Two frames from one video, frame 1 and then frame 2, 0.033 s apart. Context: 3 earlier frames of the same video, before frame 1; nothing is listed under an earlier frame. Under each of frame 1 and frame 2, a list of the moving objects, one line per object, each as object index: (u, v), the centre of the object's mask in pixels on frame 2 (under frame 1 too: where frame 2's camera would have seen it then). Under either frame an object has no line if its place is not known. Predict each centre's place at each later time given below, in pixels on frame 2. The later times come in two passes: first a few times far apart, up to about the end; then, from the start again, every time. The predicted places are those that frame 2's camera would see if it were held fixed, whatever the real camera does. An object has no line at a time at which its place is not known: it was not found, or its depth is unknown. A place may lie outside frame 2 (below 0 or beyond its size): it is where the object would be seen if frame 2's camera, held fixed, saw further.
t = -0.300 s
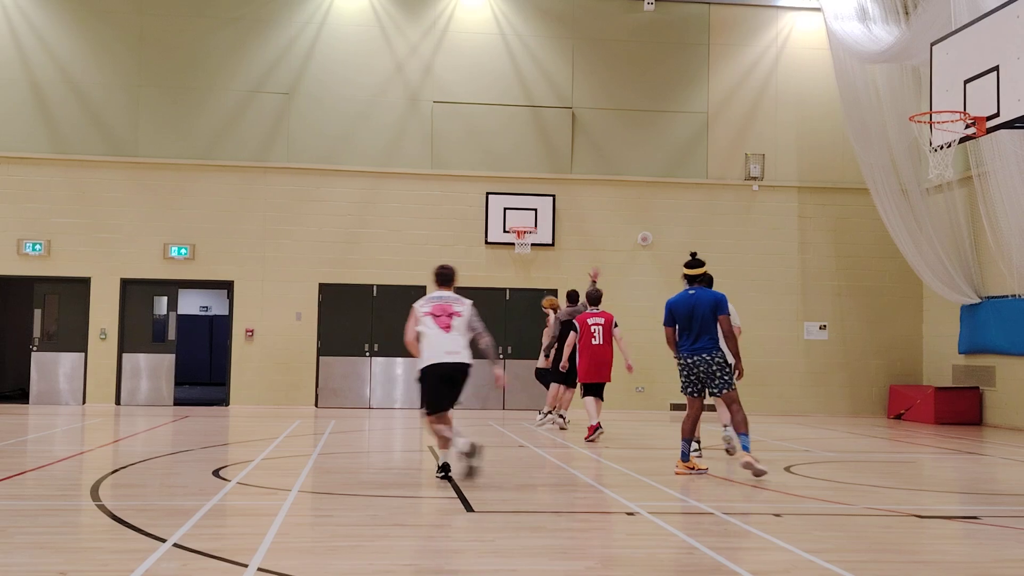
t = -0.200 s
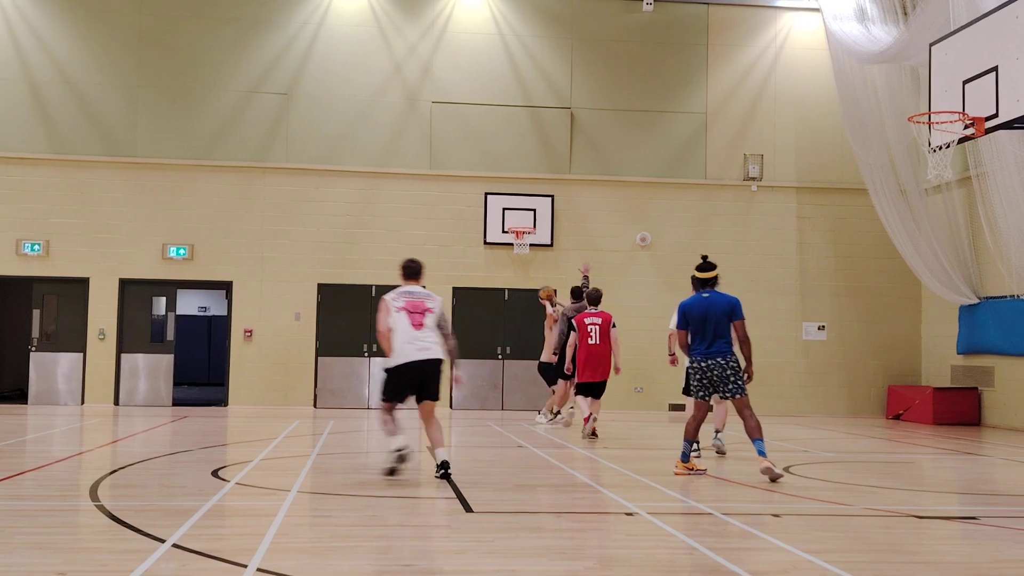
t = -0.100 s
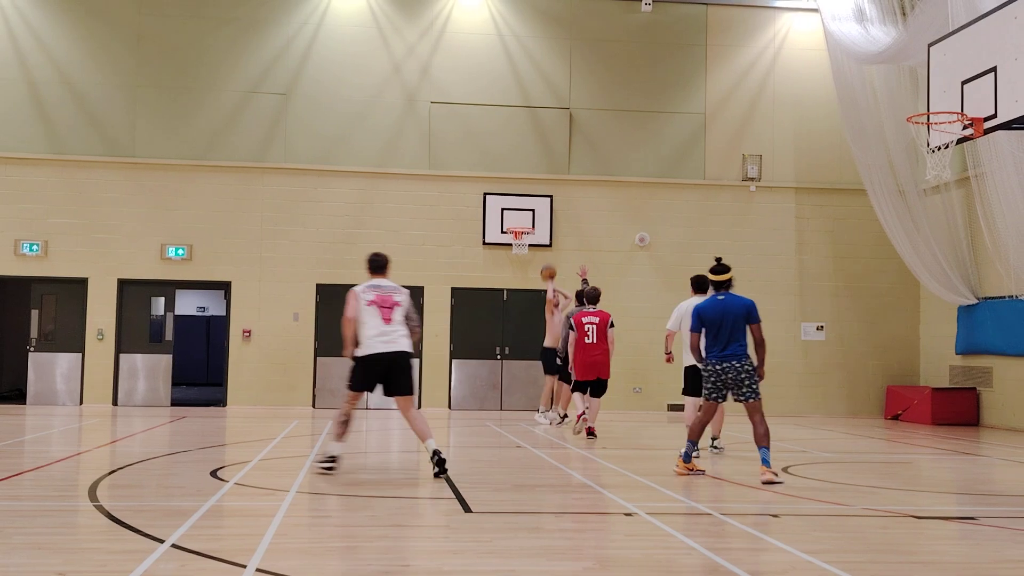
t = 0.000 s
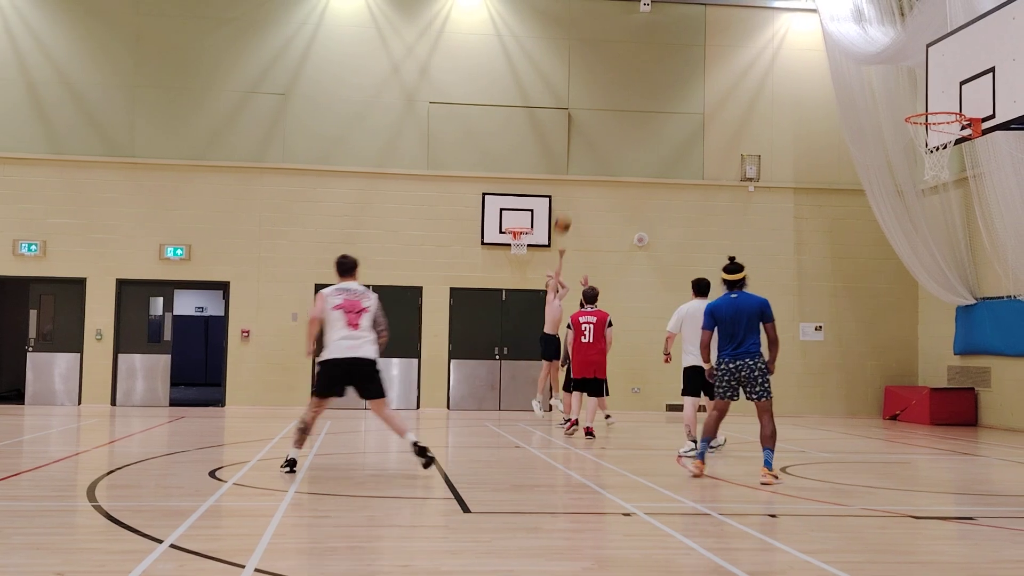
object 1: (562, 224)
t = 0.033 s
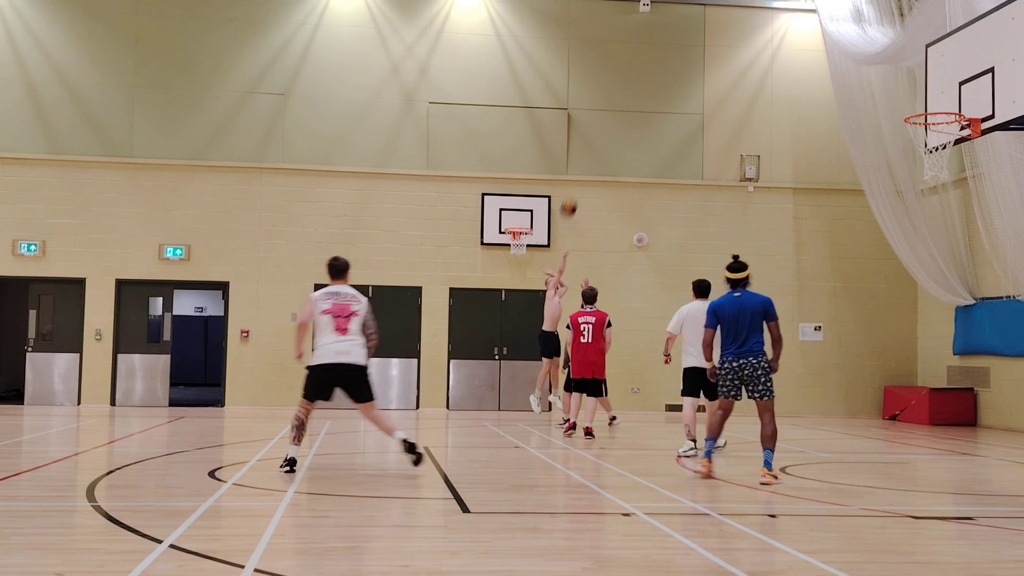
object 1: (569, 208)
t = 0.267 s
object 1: (619, 103)
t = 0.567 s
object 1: (690, 12)
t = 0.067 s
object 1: (576, 192)
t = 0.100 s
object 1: (583, 175)
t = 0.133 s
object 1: (591, 160)
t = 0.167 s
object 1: (597, 145)
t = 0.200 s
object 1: (605, 131)
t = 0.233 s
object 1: (612, 117)
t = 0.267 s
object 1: (619, 103)
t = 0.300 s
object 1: (627, 90)
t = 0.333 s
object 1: (634, 79)
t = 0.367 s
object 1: (642, 67)
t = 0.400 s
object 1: (650, 56)
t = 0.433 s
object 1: (658, 45)
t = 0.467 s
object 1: (665, 36)
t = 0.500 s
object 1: (673, 27)
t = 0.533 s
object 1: (681, 20)
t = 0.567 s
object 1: (690, 12)
